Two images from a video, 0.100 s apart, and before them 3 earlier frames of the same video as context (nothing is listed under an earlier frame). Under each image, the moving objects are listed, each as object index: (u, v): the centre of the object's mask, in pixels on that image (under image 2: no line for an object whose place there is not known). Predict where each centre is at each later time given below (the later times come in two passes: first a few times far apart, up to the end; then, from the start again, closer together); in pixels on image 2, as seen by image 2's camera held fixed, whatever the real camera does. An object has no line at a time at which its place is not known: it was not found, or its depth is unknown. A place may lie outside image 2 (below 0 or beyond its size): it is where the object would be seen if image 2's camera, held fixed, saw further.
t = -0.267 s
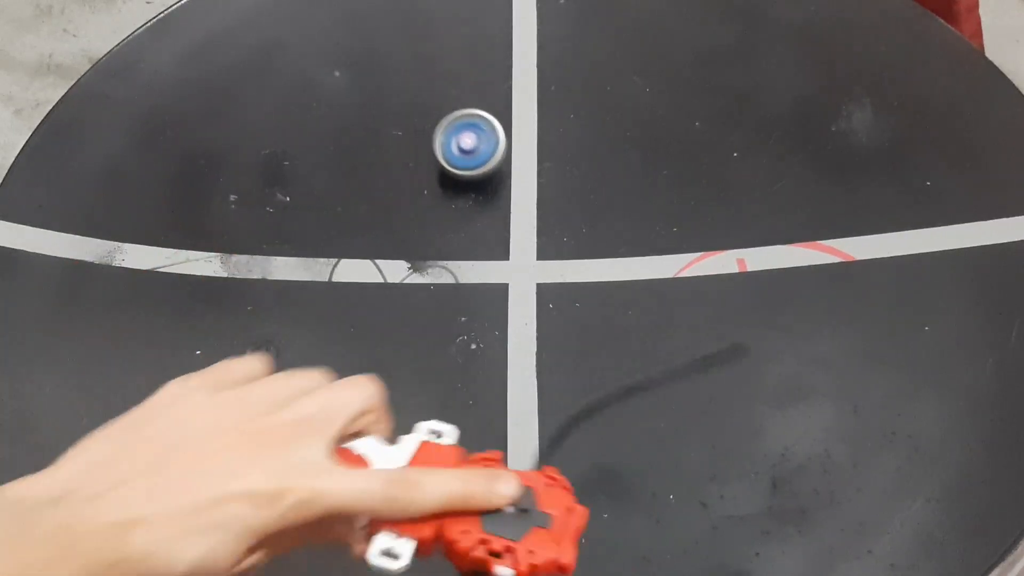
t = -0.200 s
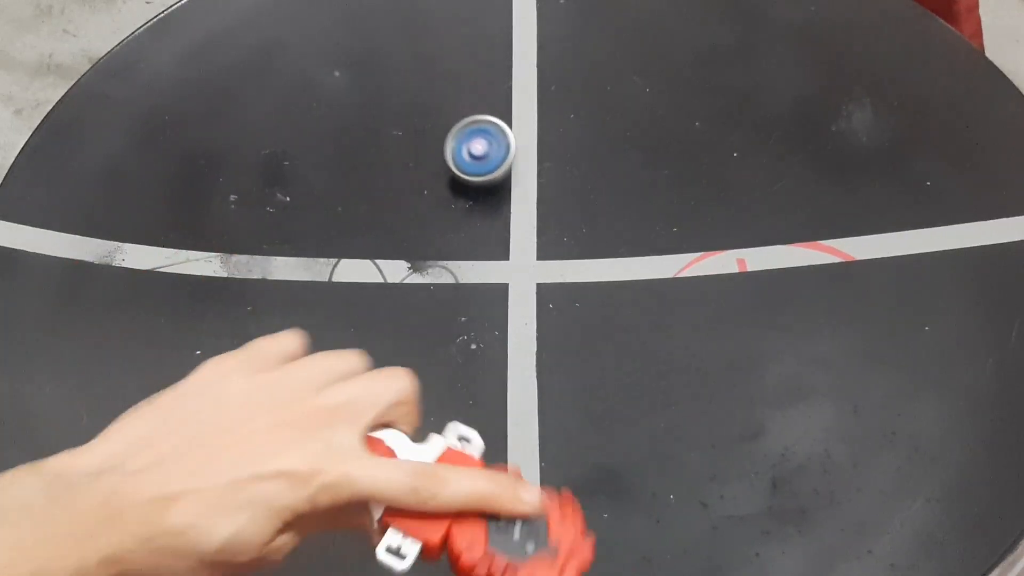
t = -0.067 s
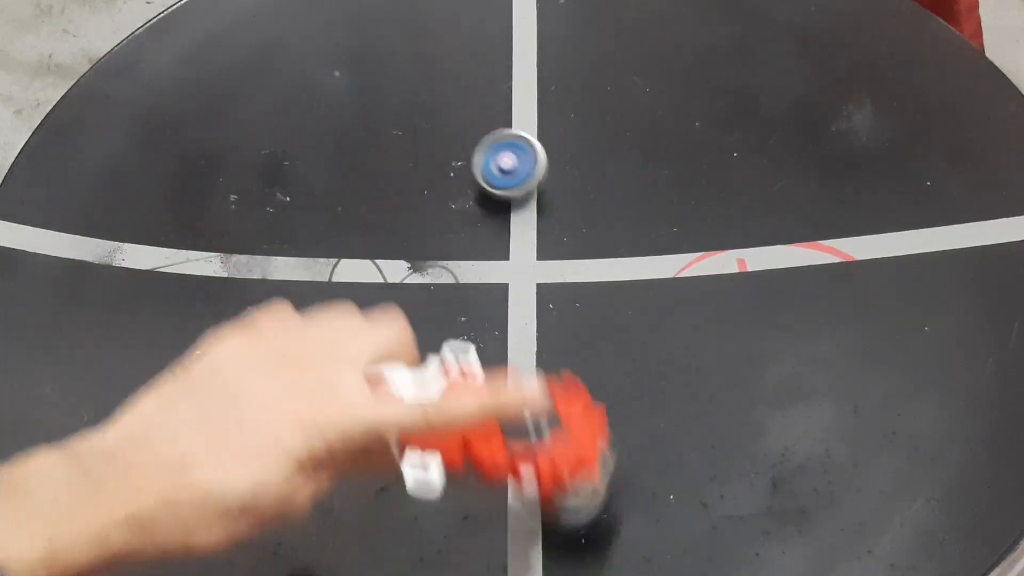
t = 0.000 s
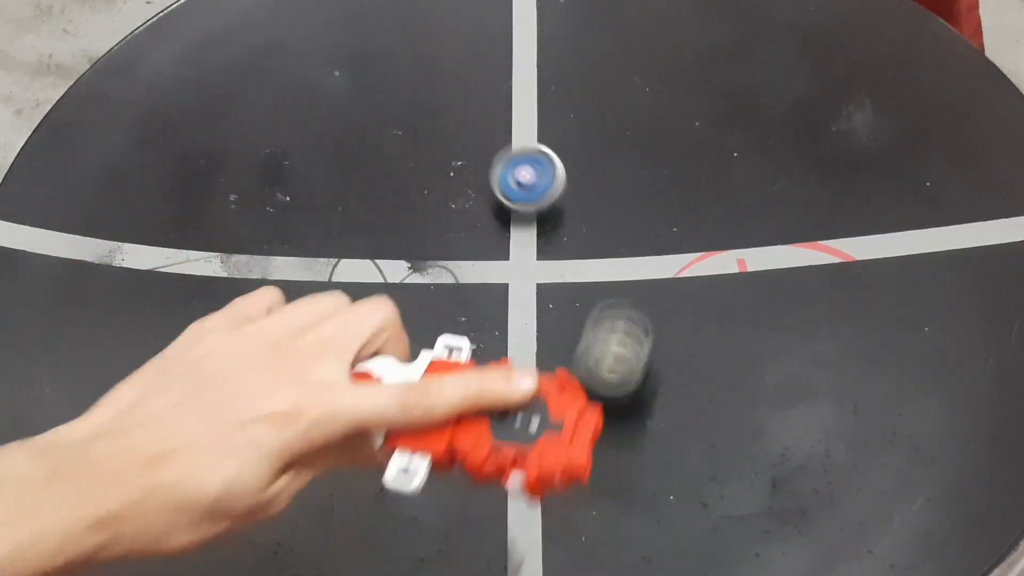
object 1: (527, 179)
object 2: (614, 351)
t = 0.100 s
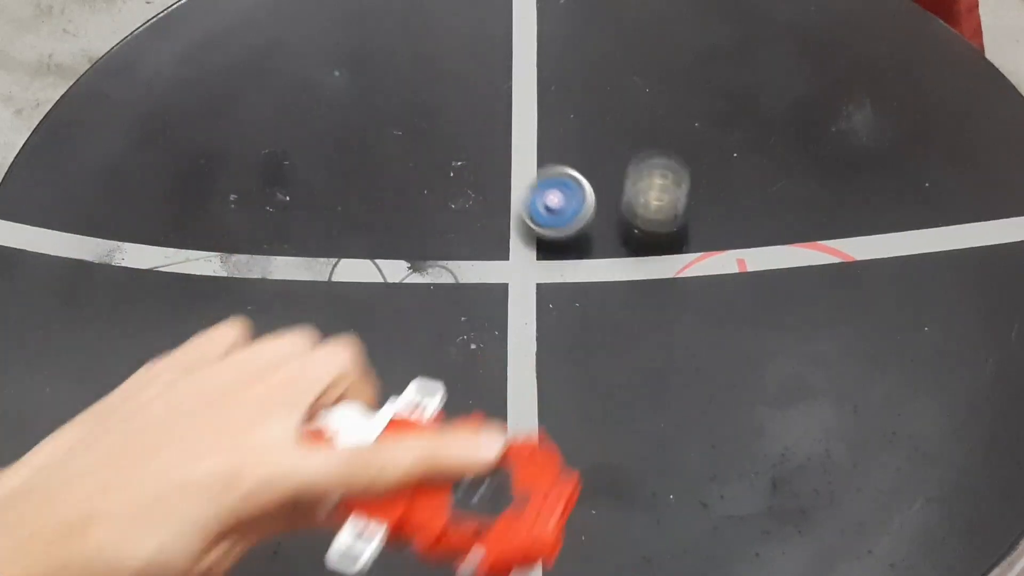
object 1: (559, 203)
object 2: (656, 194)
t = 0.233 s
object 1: (595, 235)
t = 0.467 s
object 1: (661, 290)
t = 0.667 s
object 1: (708, 326)
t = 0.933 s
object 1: (730, 347)
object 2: (384, 19)
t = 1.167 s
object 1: (717, 361)
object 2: (422, 172)
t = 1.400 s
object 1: (682, 370)
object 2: (565, 265)
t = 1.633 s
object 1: (632, 367)
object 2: (719, 300)
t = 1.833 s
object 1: (582, 352)
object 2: (819, 310)
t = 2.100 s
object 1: (535, 322)
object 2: (854, 297)
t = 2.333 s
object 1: (510, 299)
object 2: (816, 278)
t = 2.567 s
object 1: (492, 273)
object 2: (741, 280)
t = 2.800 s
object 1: (485, 238)
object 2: (629, 287)
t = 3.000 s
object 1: (482, 217)
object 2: (550, 285)
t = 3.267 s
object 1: (494, 200)
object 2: (457, 277)
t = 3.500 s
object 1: (515, 193)
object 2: (415, 258)
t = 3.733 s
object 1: (536, 191)
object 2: (394, 227)
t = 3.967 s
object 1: (558, 201)
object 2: (387, 213)
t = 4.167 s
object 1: (570, 214)
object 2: (401, 203)
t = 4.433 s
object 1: (585, 233)
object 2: (445, 189)
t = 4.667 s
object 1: (582, 253)
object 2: (500, 175)
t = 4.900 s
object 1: (573, 269)
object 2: (542, 183)
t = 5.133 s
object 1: (559, 281)
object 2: (588, 205)
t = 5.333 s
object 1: (544, 287)
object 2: (616, 229)
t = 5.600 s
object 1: (518, 287)
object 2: (630, 262)
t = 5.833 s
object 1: (499, 279)
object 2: (630, 284)
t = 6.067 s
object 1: (484, 266)
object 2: (616, 301)
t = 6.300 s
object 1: (473, 251)
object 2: (570, 312)
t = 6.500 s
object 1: (473, 240)
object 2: (531, 313)
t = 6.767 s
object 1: (483, 219)
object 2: (482, 297)
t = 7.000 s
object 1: (497, 209)
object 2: (452, 269)
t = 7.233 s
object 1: (517, 206)
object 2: (432, 235)
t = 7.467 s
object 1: (537, 210)
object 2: (429, 201)
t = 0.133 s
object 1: (568, 211)
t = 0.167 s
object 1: (575, 219)
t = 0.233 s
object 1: (595, 235)
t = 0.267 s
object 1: (603, 243)
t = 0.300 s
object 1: (612, 251)
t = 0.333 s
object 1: (622, 258)
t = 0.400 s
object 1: (642, 274)
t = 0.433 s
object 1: (652, 282)
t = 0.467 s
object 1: (661, 290)
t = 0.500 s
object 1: (669, 298)
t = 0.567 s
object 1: (685, 312)
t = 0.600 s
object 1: (693, 316)
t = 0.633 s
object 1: (700, 322)
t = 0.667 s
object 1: (708, 326)
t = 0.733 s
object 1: (720, 335)
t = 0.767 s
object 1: (726, 339)
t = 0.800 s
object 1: (730, 342)
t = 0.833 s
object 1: (732, 343)
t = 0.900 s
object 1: (732, 346)
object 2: (387, 10)
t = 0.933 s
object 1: (730, 347)
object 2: (384, 19)
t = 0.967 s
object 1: (730, 349)
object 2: (381, 33)
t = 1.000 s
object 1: (728, 351)
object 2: (380, 55)
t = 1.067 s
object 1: (725, 355)
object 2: (388, 105)
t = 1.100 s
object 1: (722, 357)
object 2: (397, 129)
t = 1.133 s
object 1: (719, 359)
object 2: (408, 151)
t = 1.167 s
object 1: (717, 361)
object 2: (422, 172)
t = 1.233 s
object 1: (710, 364)
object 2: (456, 207)
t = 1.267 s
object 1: (704, 366)
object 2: (475, 220)
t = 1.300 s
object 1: (699, 367)
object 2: (497, 232)
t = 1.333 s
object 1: (694, 369)
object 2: (520, 246)
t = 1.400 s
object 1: (682, 370)
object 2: (565, 265)
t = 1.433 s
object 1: (677, 370)
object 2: (588, 272)
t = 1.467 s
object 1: (670, 370)
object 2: (610, 279)
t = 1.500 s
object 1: (663, 371)
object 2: (633, 284)
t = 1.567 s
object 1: (648, 369)
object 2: (679, 292)
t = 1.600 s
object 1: (640, 368)
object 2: (701, 297)
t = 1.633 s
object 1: (632, 367)
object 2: (719, 300)
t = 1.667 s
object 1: (625, 364)
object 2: (738, 303)
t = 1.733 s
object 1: (609, 361)
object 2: (776, 306)
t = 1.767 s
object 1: (599, 359)
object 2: (791, 308)
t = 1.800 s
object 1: (590, 356)
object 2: (806, 309)
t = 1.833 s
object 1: (582, 352)
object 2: (819, 310)
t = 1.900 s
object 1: (566, 344)
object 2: (840, 310)
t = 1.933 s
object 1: (560, 341)
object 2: (848, 311)
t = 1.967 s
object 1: (554, 337)
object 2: (853, 310)
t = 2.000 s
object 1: (548, 334)
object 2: (856, 308)
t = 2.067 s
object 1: (538, 326)
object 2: (856, 301)
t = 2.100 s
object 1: (535, 322)
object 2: (854, 297)
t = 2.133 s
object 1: (530, 318)
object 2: (851, 294)
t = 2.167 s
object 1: (527, 315)
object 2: (847, 290)
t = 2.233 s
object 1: (520, 309)
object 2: (838, 283)
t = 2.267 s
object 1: (516, 306)
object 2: (833, 282)
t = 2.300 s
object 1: (513, 302)
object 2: (824, 281)
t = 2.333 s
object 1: (510, 299)
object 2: (816, 278)
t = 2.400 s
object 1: (504, 292)
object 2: (795, 277)
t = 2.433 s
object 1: (502, 288)
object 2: (785, 277)
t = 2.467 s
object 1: (499, 285)
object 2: (773, 277)
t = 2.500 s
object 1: (497, 281)
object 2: (763, 277)
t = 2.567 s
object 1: (492, 273)
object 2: (741, 280)
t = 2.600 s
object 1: (491, 268)
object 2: (726, 282)
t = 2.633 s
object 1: (490, 263)
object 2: (710, 283)
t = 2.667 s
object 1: (489, 259)
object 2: (694, 285)
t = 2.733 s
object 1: (489, 249)
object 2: (659, 287)
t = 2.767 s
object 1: (487, 243)
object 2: (644, 287)
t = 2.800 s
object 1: (485, 238)
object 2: (629, 287)
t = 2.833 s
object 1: (484, 232)
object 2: (615, 287)
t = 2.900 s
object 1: (481, 224)
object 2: (588, 287)
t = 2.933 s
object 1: (481, 222)
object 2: (573, 287)
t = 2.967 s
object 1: (481, 219)
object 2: (562, 287)
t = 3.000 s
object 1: (482, 217)
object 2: (550, 285)
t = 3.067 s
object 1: (484, 212)
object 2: (526, 284)
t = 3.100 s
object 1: (485, 210)
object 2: (511, 284)
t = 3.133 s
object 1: (486, 208)
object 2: (497, 283)
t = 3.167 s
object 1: (488, 206)
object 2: (484, 281)
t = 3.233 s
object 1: (492, 202)
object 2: (465, 278)
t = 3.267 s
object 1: (494, 200)
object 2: (457, 277)
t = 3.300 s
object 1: (497, 199)
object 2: (451, 273)
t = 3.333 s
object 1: (499, 197)
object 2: (444, 269)
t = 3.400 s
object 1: (505, 195)
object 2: (430, 264)
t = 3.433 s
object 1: (508, 194)
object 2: (424, 262)
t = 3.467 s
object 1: (511, 194)
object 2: (420, 260)
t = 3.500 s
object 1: (515, 193)
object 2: (415, 258)
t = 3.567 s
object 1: (520, 193)
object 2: (406, 252)
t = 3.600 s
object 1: (523, 192)
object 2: (403, 248)
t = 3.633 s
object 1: (527, 191)
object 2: (400, 243)
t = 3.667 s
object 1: (530, 190)
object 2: (397, 239)
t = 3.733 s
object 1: (536, 191)
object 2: (394, 227)
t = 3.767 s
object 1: (540, 191)
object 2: (390, 223)
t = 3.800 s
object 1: (543, 192)
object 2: (387, 221)
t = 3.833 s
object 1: (546, 194)
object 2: (385, 219)
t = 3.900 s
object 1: (552, 197)
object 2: (385, 216)
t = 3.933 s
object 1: (555, 199)
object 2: (385, 215)
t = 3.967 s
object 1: (558, 201)
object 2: (387, 213)
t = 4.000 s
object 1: (560, 203)
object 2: (389, 211)
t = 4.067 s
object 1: (565, 207)
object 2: (391, 208)
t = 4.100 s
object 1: (567, 210)
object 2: (393, 206)
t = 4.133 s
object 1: (569, 212)
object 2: (397, 204)
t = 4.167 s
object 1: (570, 214)
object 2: (401, 203)
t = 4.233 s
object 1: (574, 218)
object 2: (411, 200)
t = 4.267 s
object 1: (577, 221)
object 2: (417, 199)
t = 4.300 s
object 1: (580, 223)
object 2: (423, 197)
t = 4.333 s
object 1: (582, 225)
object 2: (429, 195)
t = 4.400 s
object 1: (584, 230)
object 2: (440, 190)
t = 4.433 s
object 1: (585, 233)
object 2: (445, 189)
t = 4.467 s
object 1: (585, 236)
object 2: (452, 188)
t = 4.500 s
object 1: (585, 239)
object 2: (460, 186)
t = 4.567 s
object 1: (584, 245)
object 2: (481, 179)
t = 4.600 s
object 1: (583, 248)
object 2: (487, 177)
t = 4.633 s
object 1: (583, 250)
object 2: (494, 175)
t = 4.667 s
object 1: (582, 253)
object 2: (500, 175)
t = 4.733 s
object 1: (580, 257)
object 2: (511, 175)
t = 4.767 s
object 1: (579, 259)
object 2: (516, 176)
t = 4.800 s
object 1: (578, 262)
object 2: (522, 176)
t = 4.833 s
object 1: (576, 264)
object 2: (529, 178)
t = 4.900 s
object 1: (573, 269)
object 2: (542, 183)
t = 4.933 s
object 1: (571, 271)
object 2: (548, 186)
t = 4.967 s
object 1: (570, 273)
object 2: (555, 189)
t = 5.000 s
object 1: (568, 275)
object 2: (562, 192)
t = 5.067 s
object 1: (564, 278)
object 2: (577, 199)
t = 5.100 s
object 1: (562, 280)
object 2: (583, 202)
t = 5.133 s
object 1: (559, 281)
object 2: (588, 205)
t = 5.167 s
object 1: (557, 282)
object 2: (593, 208)
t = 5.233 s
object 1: (552, 285)
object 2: (603, 215)
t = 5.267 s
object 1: (550, 285)
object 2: (608, 219)
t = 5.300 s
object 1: (547, 286)
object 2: (612, 224)
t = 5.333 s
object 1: (544, 287)
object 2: (616, 229)
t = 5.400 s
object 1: (536, 289)
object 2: (623, 239)
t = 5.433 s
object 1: (534, 289)
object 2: (625, 242)
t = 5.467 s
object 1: (530, 289)
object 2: (627, 246)
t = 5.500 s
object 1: (527, 289)
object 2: (629, 250)
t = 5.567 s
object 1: (521, 288)
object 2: (630, 259)
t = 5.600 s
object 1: (518, 287)
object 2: (630, 262)
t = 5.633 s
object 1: (516, 286)
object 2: (630, 265)
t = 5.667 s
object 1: (512, 286)
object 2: (631, 267)
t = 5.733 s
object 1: (507, 284)
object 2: (631, 273)
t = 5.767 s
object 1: (504, 283)
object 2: (630, 277)
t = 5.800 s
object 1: (502, 281)
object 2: (630, 280)
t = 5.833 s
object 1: (499, 279)
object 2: (630, 284)
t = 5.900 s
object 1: (495, 275)
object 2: (629, 288)
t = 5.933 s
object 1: (492, 274)
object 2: (628, 291)
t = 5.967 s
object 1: (490, 272)
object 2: (625, 294)
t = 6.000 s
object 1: (488, 270)
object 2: (623, 296)
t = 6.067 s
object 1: (484, 266)
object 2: (616, 301)
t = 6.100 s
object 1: (482, 264)
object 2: (610, 303)
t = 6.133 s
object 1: (480, 261)
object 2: (604, 304)
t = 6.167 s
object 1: (478, 259)
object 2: (598, 306)
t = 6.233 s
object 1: (475, 254)
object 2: (585, 308)
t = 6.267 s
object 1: (474, 253)
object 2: (578, 310)
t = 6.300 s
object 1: (473, 251)
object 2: (570, 312)
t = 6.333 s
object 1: (473, 249)
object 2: (564, 312)
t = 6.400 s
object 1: (473, 246)
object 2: (551, 313)
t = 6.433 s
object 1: (473, 245)
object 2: (544, 313)
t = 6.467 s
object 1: (473, 243)
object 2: (537, 313)
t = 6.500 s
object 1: (473, 240)
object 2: (531, 313)
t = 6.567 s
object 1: (475, 232)
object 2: (518, 311)
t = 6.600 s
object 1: (476, 229)
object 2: (512, 311)
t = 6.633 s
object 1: (477, 228)
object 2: (506, 308)
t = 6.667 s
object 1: (478, 225)
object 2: (500, 305)
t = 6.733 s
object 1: (481, 222)
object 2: (487, 300)
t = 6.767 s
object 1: (483, 219)
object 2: (482, 297)
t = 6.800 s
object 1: (484, 217)
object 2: (478, 294)
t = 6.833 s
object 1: (485, 216)
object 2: (473, 291)
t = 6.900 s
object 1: (490, 213)
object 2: (464, 281)
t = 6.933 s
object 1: (492, 212)
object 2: (460, 277)
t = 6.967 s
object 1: (495, 210)
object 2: (456, 273)
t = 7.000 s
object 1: (497, 209)
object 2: (452, 269)
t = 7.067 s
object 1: (502, 207)
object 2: (445, 259)
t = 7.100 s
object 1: (505, 207)
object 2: (442, 254)
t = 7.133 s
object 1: (508, 207)
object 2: (439, 249)
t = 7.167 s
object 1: (511, 206)
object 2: (436, 245)
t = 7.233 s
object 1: (517, 206)
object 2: (432, 235)
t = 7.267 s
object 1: (520, 207)
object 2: (430, 230)
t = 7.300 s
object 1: (523, 207)
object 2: (430, 224)
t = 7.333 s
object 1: (526, 207)
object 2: (429, 219)
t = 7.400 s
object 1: (532, 208)
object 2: (428, 210)
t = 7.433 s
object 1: (535, 209)
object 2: (428, 206)
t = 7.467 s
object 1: (537, 210)
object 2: (429, 201)
